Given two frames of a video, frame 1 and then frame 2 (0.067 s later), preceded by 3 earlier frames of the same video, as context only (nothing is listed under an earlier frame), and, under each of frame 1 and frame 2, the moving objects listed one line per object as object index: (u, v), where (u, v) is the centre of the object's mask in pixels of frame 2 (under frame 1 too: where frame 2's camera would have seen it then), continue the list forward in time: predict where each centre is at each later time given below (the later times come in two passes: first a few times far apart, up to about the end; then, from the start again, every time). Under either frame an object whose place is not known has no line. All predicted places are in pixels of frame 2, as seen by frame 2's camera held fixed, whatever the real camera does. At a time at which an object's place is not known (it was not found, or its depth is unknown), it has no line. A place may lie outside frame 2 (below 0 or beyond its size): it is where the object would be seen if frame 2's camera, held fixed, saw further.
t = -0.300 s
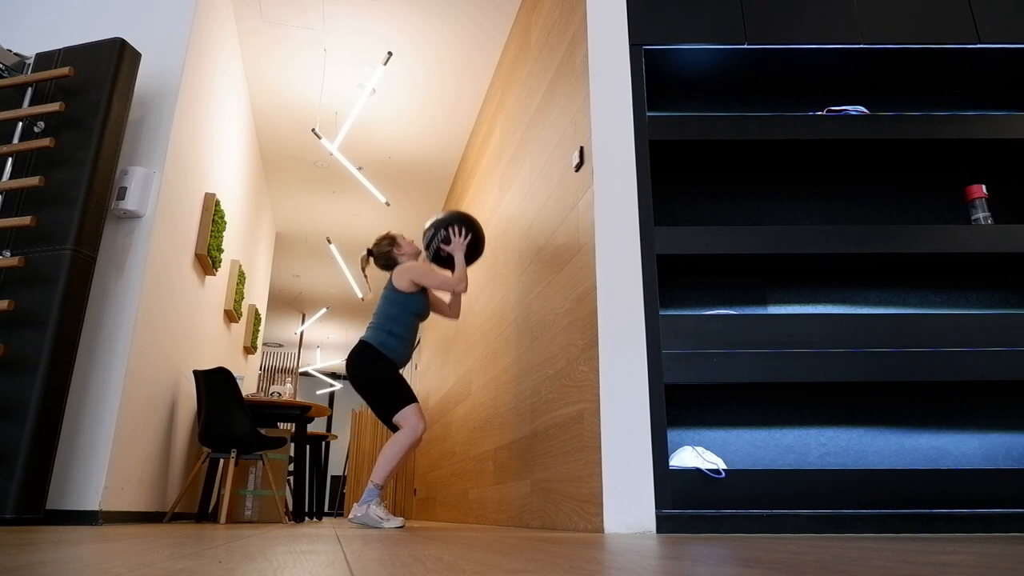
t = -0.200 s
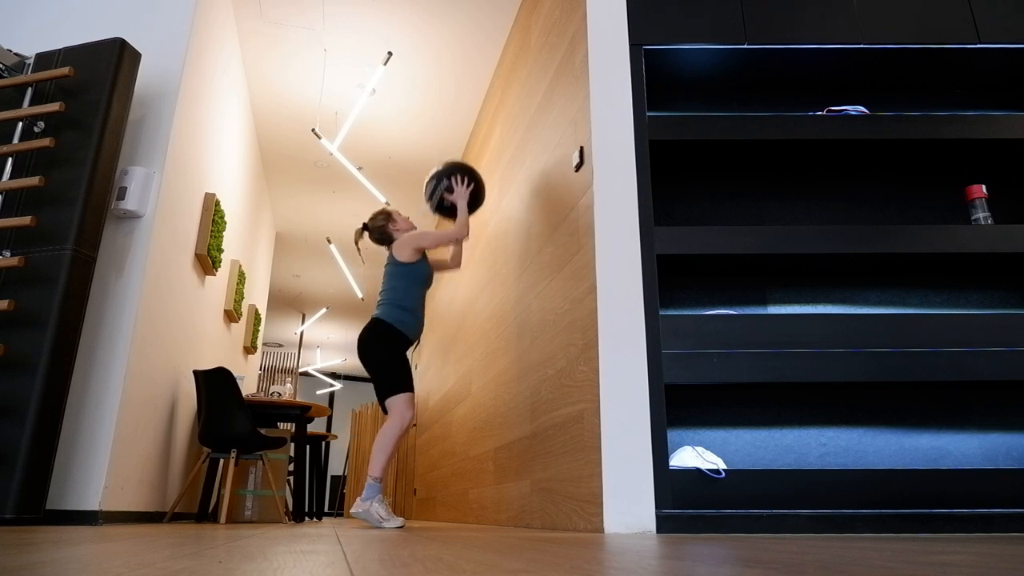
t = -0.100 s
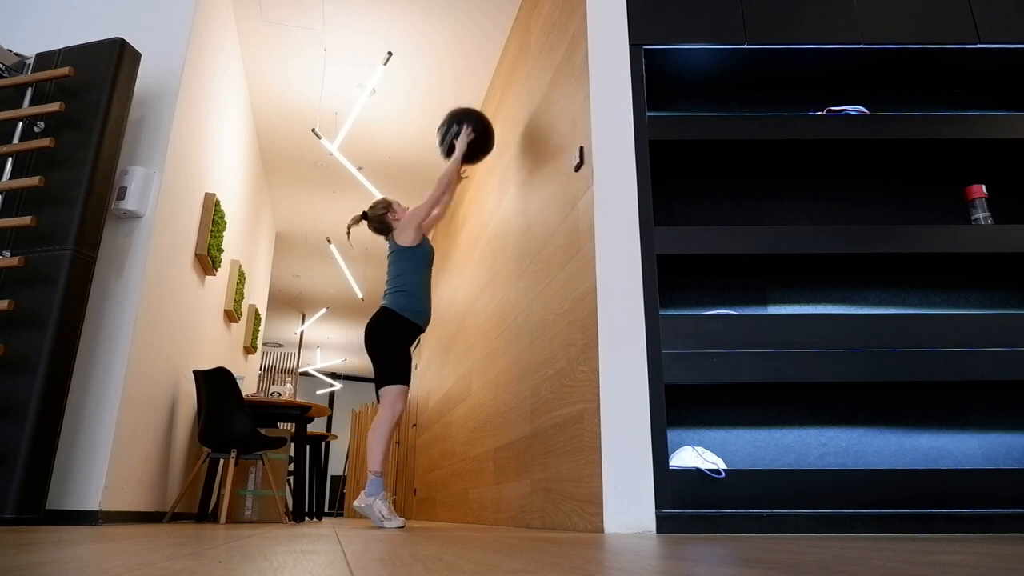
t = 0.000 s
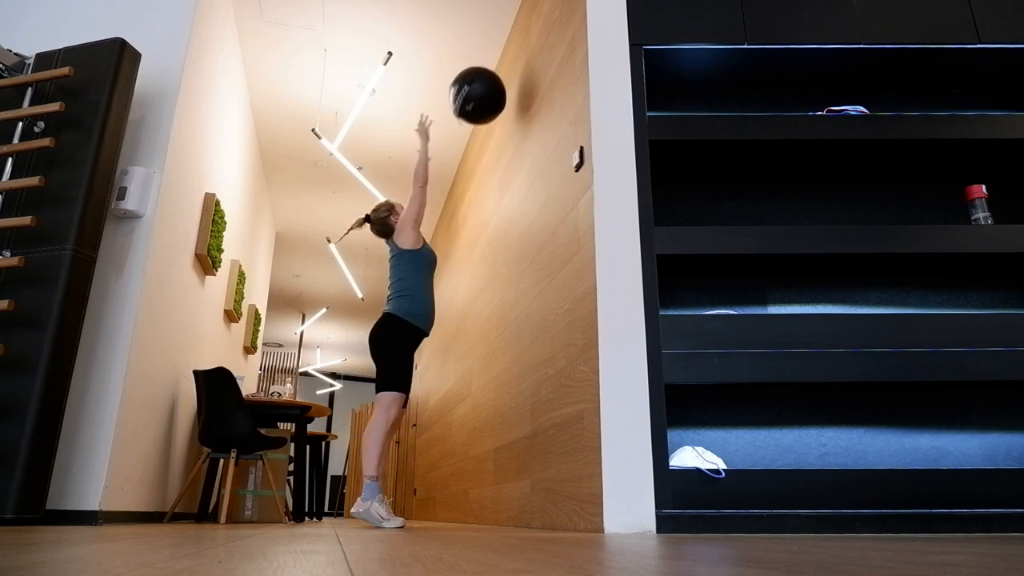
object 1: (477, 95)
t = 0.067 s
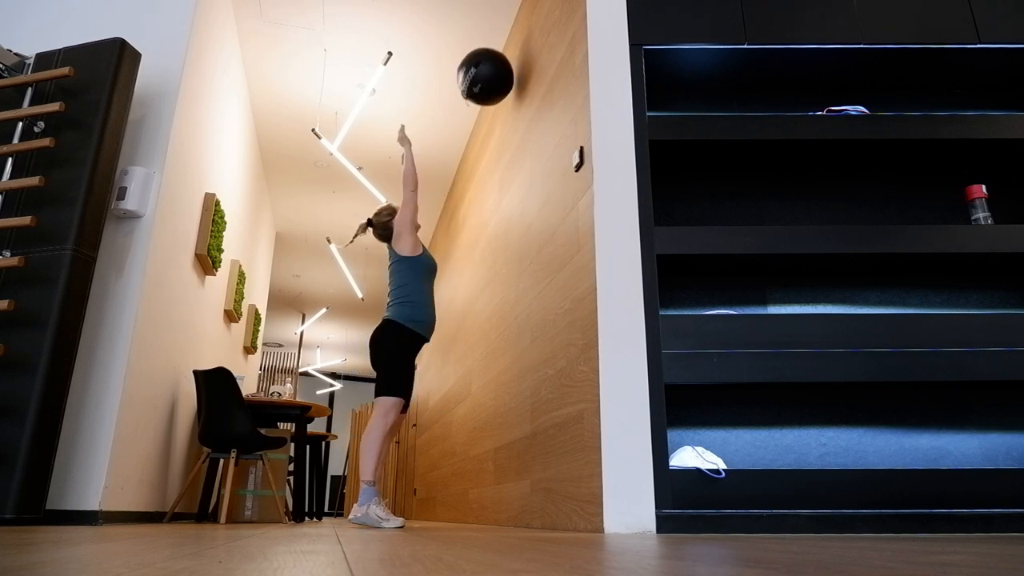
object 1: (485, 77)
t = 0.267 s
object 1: (485, 58)
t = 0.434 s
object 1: (475, 81)
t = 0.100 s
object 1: (489, 70)
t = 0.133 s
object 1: (492, 65)
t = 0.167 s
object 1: (492, 61)
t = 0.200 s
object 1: (490, 59)
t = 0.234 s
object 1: (488, 58)
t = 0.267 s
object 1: (485, 58)
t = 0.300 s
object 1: (483, 59)
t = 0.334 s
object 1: (481, 62)
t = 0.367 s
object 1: (479, 67)
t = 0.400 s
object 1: (477, 73)
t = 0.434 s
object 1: (475, 81)
